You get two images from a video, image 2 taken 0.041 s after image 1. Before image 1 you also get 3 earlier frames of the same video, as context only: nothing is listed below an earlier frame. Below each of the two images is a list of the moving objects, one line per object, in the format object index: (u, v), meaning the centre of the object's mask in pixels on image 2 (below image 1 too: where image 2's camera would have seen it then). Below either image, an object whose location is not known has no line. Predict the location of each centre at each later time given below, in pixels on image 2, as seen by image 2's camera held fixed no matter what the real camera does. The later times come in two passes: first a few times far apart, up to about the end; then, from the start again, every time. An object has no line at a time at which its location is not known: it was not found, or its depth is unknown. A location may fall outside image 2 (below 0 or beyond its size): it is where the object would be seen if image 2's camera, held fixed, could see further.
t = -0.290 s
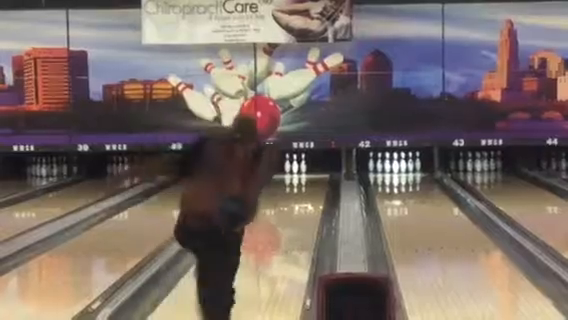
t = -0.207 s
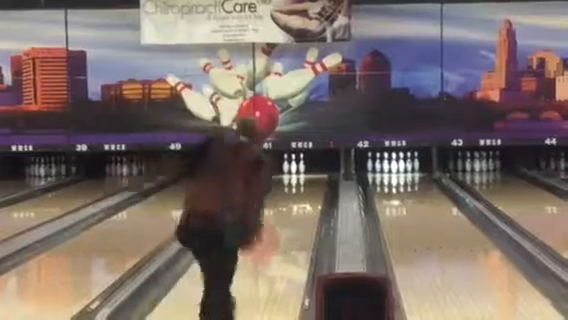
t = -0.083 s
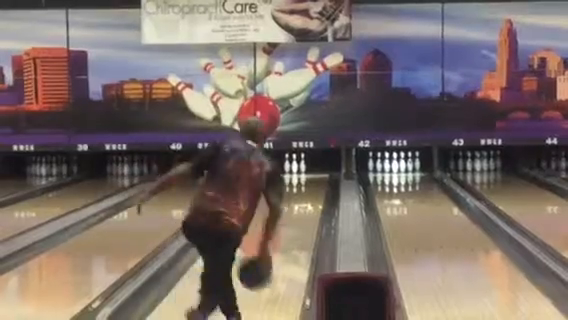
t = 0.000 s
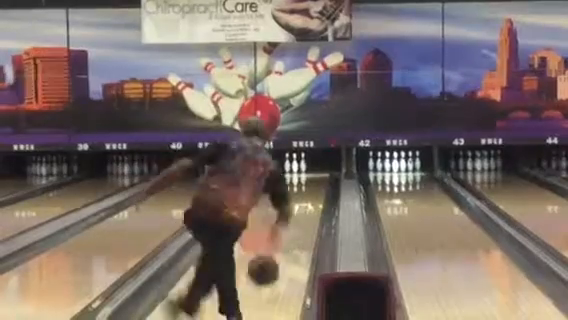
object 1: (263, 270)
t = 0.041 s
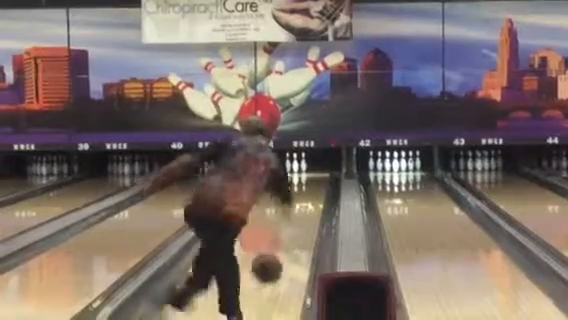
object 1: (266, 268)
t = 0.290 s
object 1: (283, 264)
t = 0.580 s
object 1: (294, 238)
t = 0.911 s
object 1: (303, 217)
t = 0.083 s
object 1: (270, 269)
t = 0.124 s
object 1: (273, 271)
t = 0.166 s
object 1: (277, 276)
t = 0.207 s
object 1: (279, 275)
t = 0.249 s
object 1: (282, 269)
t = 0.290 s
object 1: (283, 264)
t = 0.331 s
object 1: (285, 260)
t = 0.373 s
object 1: (287, 256)
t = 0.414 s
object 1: (289, 252)
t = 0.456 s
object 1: (291, 248)
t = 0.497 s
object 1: (292, 244)
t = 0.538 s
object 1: (293, 241)
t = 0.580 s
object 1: (294, 238)
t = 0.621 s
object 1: (295, 235)
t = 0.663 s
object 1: (298, 232)
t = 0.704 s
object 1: (298, 230)
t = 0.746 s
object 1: (299, 228)
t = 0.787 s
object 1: (300, 224)
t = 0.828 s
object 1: (301, 222)
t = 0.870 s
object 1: (302, 219)
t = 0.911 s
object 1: (303, 217)
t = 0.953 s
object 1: (303, 215)
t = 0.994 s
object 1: (304, 213)
